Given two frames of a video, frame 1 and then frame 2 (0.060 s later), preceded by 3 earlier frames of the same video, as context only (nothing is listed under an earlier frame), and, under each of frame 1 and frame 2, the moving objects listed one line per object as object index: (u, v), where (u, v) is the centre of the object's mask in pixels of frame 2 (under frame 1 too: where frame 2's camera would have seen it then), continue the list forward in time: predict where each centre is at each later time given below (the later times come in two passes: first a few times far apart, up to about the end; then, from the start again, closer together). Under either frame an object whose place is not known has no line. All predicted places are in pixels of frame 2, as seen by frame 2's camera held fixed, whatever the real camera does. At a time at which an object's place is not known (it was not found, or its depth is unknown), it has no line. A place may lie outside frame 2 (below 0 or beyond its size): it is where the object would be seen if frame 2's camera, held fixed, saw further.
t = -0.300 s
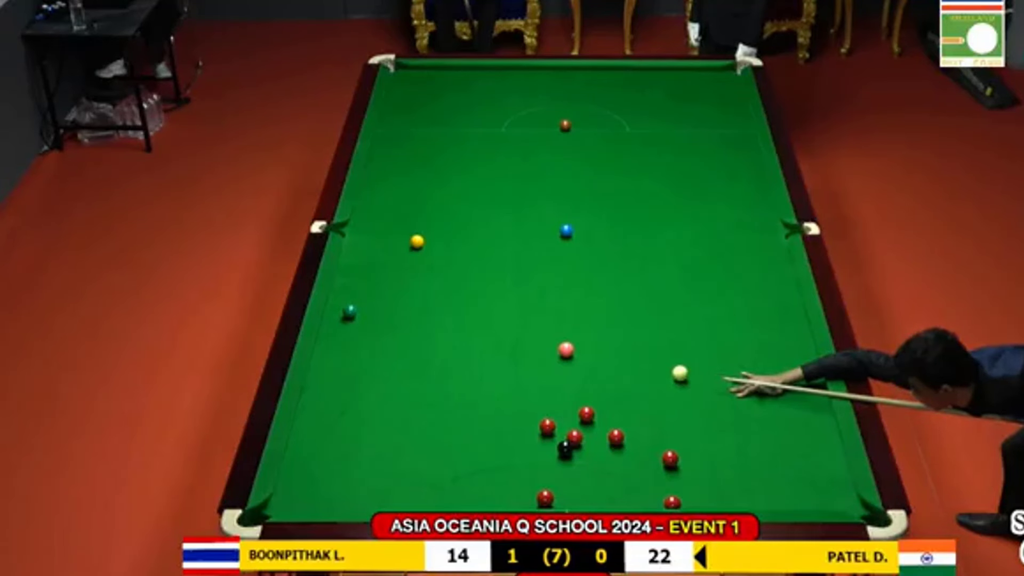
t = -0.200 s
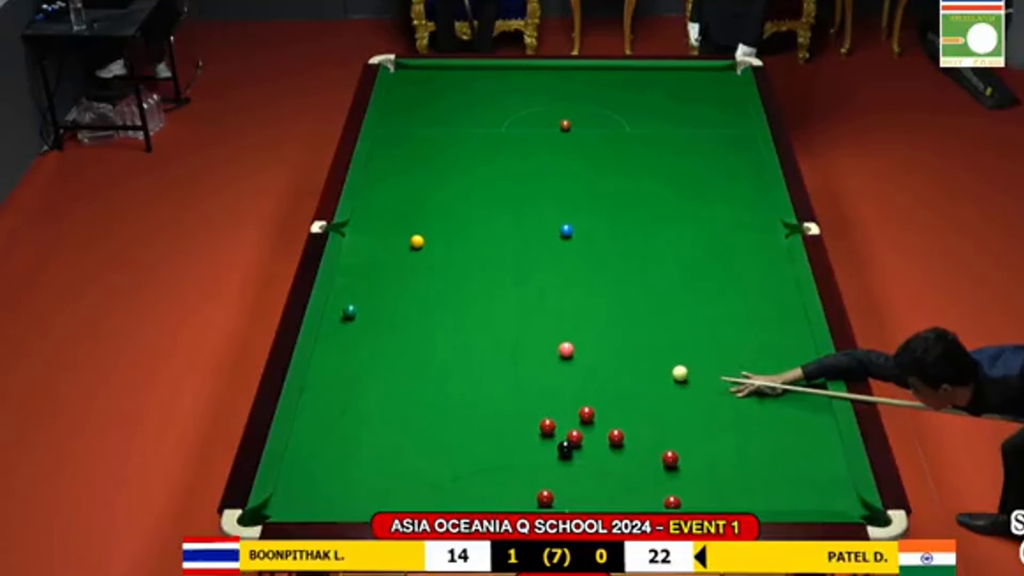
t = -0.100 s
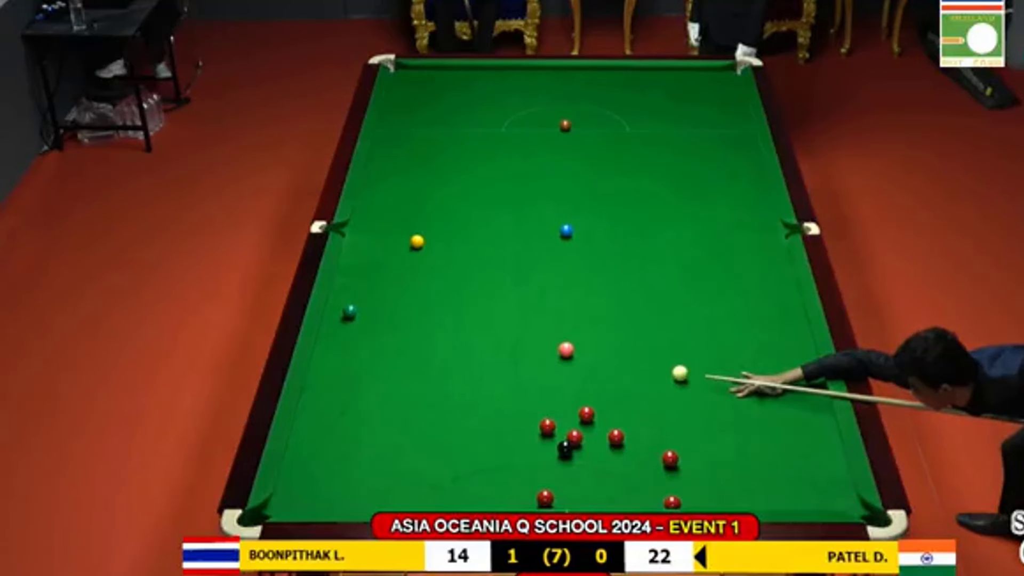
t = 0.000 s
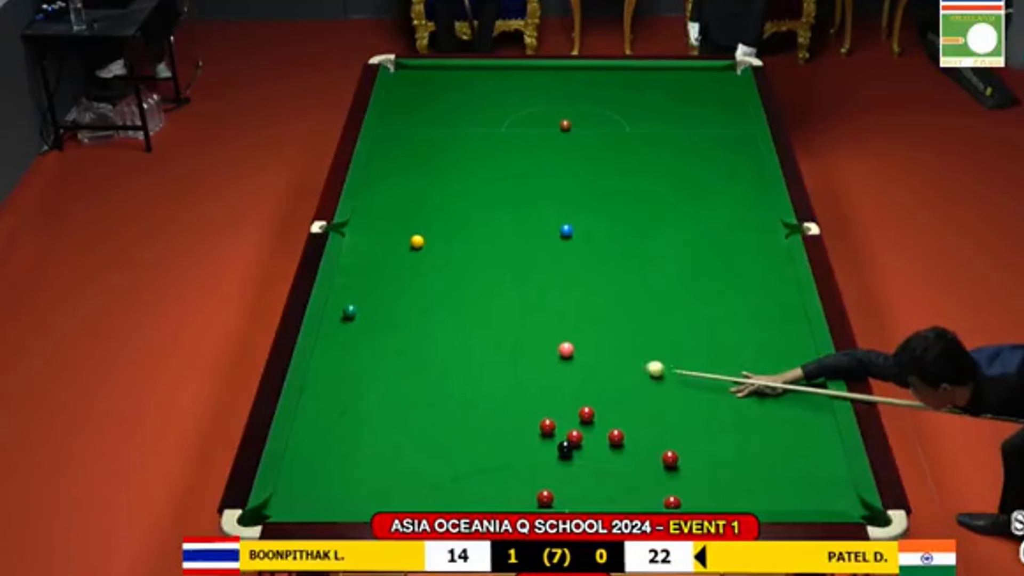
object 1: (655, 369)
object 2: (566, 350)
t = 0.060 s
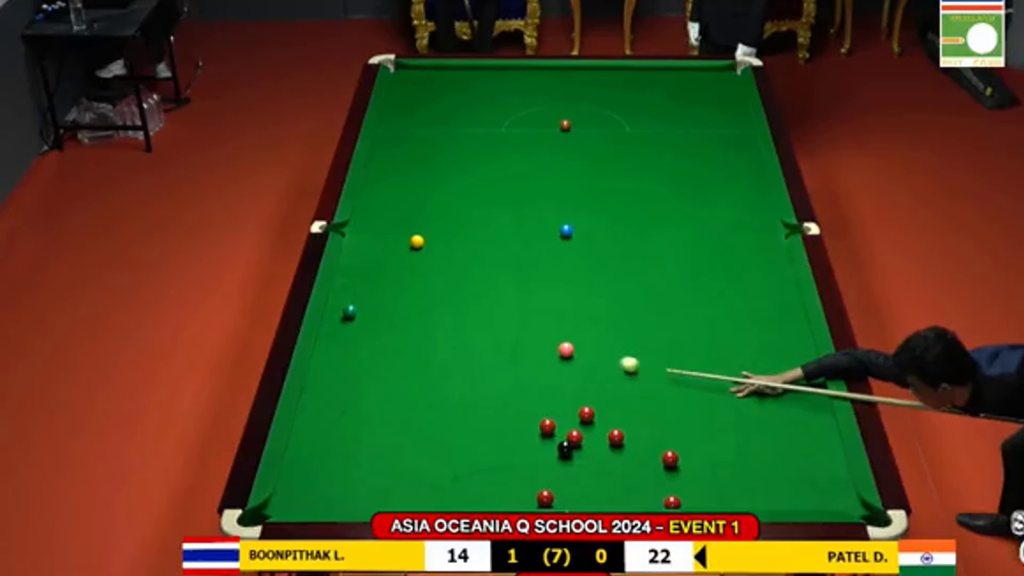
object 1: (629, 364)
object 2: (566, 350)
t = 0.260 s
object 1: (566, 360)
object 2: (551, 341)
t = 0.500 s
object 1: (520, 369)
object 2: (511, 320)
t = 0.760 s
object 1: (469, 379)
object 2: (474, 302)
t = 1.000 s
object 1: (422, 389)
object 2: (443, 285)
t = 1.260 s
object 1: (372, 398)
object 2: (412, 269)
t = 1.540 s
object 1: (319, 409)
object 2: (381, 252)
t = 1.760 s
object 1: (317, 416)
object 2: (358, 240)
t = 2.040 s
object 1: (345, 424)
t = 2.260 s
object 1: (365, 430)
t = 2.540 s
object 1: (391, 438)
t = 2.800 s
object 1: (413, 444)
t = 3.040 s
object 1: (432, 450)
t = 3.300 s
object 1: (452, 456)
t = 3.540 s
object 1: (469, 461)
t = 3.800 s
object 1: (485, 466)
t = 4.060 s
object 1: (501, 470)
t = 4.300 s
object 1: (513, 474)
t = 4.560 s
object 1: (525, 477)
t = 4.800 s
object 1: (535, 480)
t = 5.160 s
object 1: (550, 482)
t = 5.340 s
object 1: (550, 483)
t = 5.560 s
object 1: (554, 486)
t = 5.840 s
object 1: (558, 487)
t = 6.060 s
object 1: (559, 488)
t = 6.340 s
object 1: (559, 488)
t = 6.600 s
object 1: (559, 488)
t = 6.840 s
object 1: (559, 488)
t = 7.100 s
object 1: (559, 488)
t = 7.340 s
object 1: (559, 488)
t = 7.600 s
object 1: (560, 488)
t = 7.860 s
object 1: (559, 488)
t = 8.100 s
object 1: (560, 488)
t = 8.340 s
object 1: (560, 488)
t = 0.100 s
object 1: (613, 361)
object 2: (566, 349)
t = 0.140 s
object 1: (597, 359)
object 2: (566, 350)
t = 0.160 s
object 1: (589, 357)
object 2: (566, 350)
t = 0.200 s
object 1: (576, 356)
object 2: (563, 348)
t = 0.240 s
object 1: (569, 359)
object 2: (555, 344)
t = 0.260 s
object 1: (566, 360)
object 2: (551, 341)
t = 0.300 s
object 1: (559, 362)
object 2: (542, 337)
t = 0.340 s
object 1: (552, 363)
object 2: (535, 333)
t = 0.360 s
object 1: (548, 364)
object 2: (532, 332)
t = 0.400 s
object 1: (540, 366)
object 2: (525, 328)
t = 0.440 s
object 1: (531, 367)
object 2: (519, 325)
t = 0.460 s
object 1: (528, 368)
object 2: (516, 323)
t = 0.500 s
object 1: (520, 369)
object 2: (511, 320)
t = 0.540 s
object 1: (512, 371)
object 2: (505, 317)
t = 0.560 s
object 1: (508, 372)
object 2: (502, 316)
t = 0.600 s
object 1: (500, 373)
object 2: (496, 313)
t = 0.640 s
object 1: (492, 375)
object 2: (490, 310)
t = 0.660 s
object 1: (488, 376)
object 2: (488, 309)
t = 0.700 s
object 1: (480, 377)
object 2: (482, 306)
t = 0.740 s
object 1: (473, 378)
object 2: (477, 303)
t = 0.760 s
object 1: (469, 379)
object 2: (474, 302)
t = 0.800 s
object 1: (461, 381)
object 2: (469, 299)
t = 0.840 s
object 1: (454, 382)
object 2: (464, 296)
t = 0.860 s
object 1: (449, 383)
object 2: (461, 295)
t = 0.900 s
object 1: (442, 385)
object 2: (456, 292)
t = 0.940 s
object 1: (434, 386)
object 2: (451, 289)
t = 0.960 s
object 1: (430, 387)
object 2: (448, 288)
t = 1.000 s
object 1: (422, 389)
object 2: (443, 285)
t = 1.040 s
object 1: (414, 390)
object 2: (439, 282)
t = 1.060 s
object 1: (411, 391)
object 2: (436, 281)
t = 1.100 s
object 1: (403, 393)
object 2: (431, 279)
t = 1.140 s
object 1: (395, 394)
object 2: (426, 276)
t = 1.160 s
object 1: (392, 395)
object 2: (424, 275)
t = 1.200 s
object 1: (384, 396)
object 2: (419, 272)
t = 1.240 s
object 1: (376, 397)
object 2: (414, 270)
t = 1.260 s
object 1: (372, 398)
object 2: (412, 269)
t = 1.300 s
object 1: (365, 400)
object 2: (408, 266)
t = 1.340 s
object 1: (357, 401)
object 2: (403, 264)
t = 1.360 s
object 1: (353, 402)
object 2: (401, 263)
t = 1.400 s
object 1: (346, 404)
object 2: (396, 260)
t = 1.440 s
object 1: (338, 405)
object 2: (392, 258)
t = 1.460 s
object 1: (334, 406)
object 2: (389, 257)
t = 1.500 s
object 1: (327, 407)
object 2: (385, 254)
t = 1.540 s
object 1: (319, 409)
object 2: (381, 252)
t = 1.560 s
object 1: (316, 410)
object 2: (378, 251)
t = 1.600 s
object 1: (308, 411)
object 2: (374, 249)
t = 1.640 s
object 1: (304, 413)
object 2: (370, 247)
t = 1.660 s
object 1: (306, 413)
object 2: (367, 245)
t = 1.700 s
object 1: (311, 415)
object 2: (364, 243)
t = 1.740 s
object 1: (315, 416)
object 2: (360, 241)
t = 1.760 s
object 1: (317, 416)
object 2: (358, 240)
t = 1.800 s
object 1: (321, 417)
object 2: (354, 238)
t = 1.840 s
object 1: (325, 418)
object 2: (350, 236)
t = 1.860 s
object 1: (327, 419)
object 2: (348, 235)
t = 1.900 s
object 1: (331, 420)
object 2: (345, 233)
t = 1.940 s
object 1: (335, 421)
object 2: (341, 231)
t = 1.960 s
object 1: (337, 422)
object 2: (340, 232)
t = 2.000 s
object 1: (341, 423)
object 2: (337, 233)
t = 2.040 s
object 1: (345, 424)
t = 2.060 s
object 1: (347, 424)
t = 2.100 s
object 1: (350, 426)
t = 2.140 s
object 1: (354, 427)
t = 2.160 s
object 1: (356, 427)
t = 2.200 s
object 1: (360, 428)
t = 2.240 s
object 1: (363, 430)
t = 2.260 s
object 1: (365, 430)
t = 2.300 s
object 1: (369, 431)
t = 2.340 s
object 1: (373, 433)
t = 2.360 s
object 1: (374, 433)
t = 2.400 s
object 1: (378, 434)
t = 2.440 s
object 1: (382, 435)
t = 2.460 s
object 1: (383, 436)
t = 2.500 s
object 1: (387, 437)
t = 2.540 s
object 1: (391, 438)
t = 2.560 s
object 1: (392, 438)
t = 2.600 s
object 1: (396, 440)
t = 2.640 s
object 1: (399, 440)
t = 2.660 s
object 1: (401, 441)
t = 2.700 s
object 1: (404, 442)
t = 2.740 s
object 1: (408, 443)
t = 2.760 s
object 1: (409, 443)
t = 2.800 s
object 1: (413, 444)
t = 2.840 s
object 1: (416, 445)
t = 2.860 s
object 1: (418, 446)
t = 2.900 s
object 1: (421, 447)
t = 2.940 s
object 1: (424, 448)
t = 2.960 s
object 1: (426, 449)
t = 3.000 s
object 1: (429, 449)
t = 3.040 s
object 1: (432, 450)
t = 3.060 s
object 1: (434, 451)
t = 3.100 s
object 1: (437, 452)
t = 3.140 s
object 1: (440, 453)
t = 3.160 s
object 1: (441, 453)
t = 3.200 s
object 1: (444, 454)
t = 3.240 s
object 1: (448, 455)
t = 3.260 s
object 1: (449, 455)
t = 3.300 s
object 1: (452, 456)
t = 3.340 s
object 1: (455, 457)
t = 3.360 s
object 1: (456, 458)
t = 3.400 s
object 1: (459, 458)
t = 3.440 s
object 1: (462, 459)
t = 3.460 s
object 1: (463, 459)
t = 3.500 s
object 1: (466, 460)
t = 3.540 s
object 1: (469, 461)
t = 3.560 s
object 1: (470, 461)
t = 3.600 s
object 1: (473, 462)
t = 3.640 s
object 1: (475, 463)
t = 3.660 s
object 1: (477, 463)
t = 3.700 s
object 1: (479, 464)
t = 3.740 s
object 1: (482, 465)
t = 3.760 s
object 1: (483, 465)
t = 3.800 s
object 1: (485, 466)
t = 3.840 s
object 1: (488, 467)
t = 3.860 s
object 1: (489, 467)
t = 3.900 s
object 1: (492, 468)
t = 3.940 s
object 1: (494, 468)
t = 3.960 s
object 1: (495, 468)
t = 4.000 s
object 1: (497, 469)
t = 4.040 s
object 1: (500, 470)
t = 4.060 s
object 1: (501, 470)
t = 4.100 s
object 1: (503, 471)
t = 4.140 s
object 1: (505, 471)
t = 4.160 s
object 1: (506, 472)
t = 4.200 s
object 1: (508, 473)
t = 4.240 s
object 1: (511, 473)
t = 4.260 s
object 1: (511, 473)
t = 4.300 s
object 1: (513, 474)
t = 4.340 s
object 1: (515, 475)
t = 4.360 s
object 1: (516, 475)
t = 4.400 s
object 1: (518, 475)
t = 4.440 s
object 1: (520, 476)
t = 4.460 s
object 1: (521, 476)
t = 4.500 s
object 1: (523, 477)
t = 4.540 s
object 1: (524, 477)
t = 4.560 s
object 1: (525, 477)
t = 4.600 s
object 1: (527, 478)
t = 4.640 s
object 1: (528, 478)
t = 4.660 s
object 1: (529, 479)
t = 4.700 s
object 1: (531, 479)
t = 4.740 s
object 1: (532, 480)
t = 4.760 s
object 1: (533, 480)
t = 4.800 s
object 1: (535, 480)
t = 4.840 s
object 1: (536, 481)
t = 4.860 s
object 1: (537, 481)
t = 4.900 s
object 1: (536, 480)
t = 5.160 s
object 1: (550, 482)
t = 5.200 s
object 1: (548, 482)
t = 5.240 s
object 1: (548, 482)
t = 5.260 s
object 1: (549, 483)
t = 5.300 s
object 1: (549, 483)
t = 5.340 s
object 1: (550, 483)
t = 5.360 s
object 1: (551, 483)
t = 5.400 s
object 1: (552, 484)
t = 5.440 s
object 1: (553, 485)
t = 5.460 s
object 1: (553, 485)
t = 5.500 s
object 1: (554, 485)
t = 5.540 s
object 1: (554, 486)
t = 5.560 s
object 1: (554, 486)
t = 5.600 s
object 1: (555, 486)
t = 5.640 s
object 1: (556, 486)
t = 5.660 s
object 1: (556, 487)
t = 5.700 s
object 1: (557, 487)
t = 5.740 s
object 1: (557, 487)
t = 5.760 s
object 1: (557, 487)
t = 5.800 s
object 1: (558, 487)
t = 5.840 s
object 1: (558, 487)
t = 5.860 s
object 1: (558, 487)
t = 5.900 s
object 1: (558, 488)
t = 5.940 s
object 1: (559, 488)
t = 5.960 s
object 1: (559, 488)
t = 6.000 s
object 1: (559, 488)
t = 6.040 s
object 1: (559, 488)
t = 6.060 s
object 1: (559, 488)
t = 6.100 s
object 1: (559, 488)
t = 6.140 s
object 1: (559, 488)
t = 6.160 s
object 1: (559, 488)
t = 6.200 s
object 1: (559, 488)
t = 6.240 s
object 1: (559, 488)
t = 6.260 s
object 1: (559, 488)
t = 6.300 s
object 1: (559, 488)
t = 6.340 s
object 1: (559, 488)
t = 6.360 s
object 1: (559, 488)
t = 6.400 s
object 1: (559, 488)
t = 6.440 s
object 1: (559, 488)
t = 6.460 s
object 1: (559, 488)
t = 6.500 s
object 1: (559, 488)
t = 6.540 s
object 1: (559, 488)
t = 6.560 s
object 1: (559, 488)
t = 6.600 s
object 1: (559, 488)
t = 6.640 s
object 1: (559, 488)
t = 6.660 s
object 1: (559, 488)
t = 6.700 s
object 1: (559, 488)
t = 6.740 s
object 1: (559, 488)
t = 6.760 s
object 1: (559, 488)
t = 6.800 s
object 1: (559, 488)
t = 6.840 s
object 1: (559, 488)
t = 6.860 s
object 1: (559, 488)
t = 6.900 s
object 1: (559, 488)
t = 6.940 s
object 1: (559, 488)
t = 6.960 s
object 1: (559, 488)
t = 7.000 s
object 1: (559, 488)
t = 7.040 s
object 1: (559, 488)
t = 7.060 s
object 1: (559, 488)
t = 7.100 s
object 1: (559, 488)
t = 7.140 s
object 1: (559, 488)
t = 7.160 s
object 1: (559, 488)
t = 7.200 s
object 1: (559, 488)
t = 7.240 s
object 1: (559, 488)
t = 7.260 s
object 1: (559, 488)
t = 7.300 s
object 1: (559, 488)
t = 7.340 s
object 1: (559, 488)
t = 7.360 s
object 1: (559, 488)
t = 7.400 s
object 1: (559, 488)
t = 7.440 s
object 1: (560, 488)
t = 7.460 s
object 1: (560, 488)
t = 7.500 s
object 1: (560, 488)
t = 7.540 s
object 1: (560, 488)
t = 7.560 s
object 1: (560, 488)
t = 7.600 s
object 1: (560, 488)
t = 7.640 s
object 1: (560, 488)
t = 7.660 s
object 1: (560, 488)
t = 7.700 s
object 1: (559, 488)
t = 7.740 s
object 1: (559, 488)
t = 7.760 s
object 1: (559, 488)
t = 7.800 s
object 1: (559, 488)
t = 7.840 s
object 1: (559, 488)
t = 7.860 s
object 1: (559, 488)
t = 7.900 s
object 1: (559, 488)
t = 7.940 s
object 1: (560, 488)
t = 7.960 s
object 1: (559, 488)
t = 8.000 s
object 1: (559, 488)
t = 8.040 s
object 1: (560, 488)
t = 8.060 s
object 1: (559, 488)
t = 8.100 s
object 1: (560, 488)
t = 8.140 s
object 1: (560, 488)
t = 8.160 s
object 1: (560, 488)
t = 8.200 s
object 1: (559, 488)
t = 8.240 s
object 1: (560, 488)
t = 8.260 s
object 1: (560, 488)
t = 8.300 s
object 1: (560, 488)
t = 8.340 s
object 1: (560, 488)
